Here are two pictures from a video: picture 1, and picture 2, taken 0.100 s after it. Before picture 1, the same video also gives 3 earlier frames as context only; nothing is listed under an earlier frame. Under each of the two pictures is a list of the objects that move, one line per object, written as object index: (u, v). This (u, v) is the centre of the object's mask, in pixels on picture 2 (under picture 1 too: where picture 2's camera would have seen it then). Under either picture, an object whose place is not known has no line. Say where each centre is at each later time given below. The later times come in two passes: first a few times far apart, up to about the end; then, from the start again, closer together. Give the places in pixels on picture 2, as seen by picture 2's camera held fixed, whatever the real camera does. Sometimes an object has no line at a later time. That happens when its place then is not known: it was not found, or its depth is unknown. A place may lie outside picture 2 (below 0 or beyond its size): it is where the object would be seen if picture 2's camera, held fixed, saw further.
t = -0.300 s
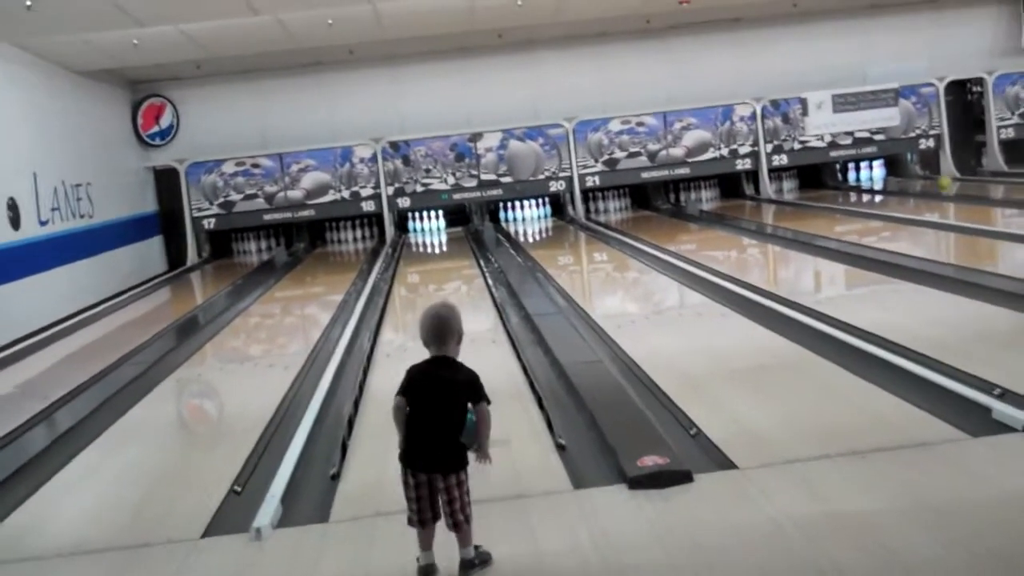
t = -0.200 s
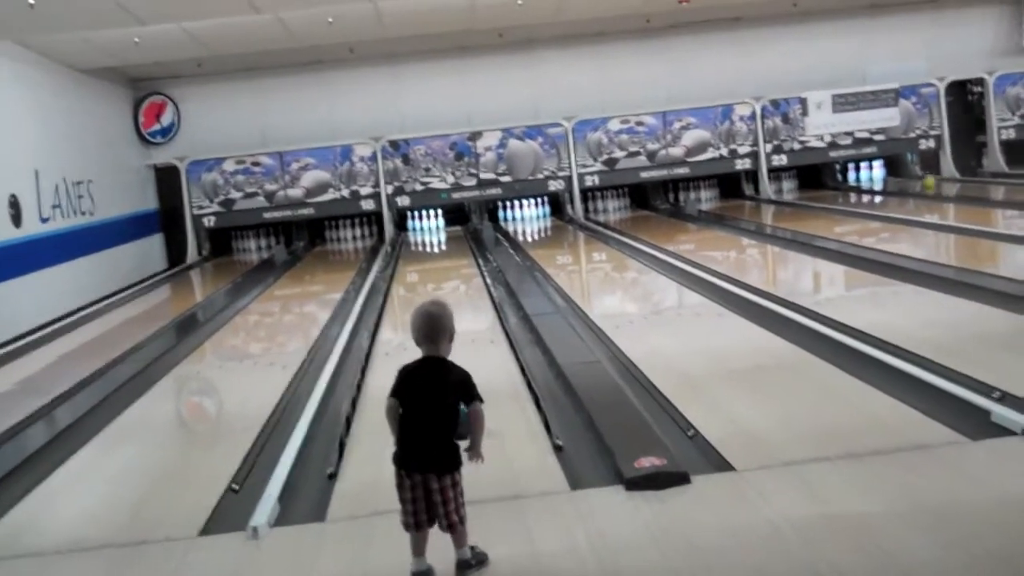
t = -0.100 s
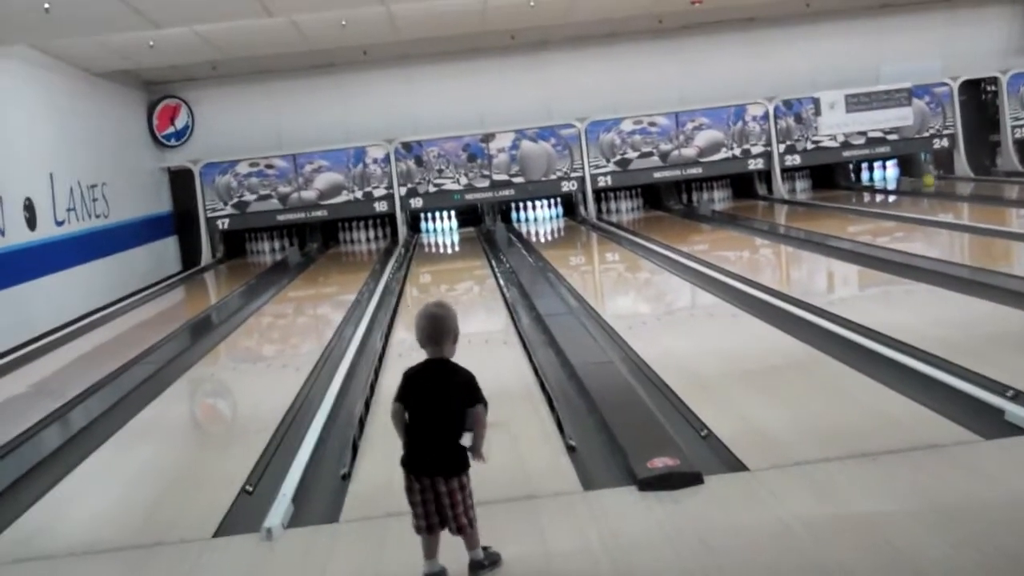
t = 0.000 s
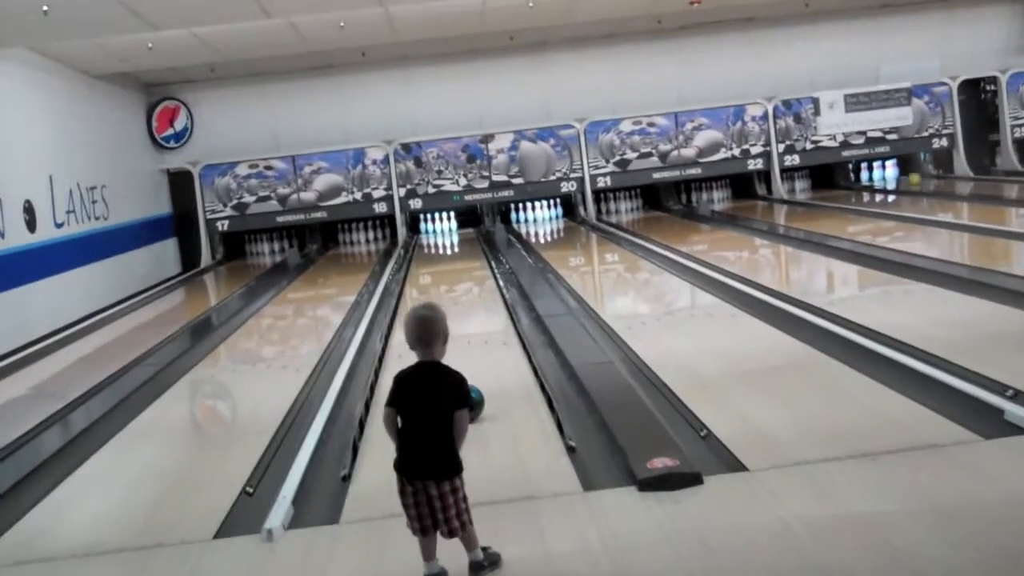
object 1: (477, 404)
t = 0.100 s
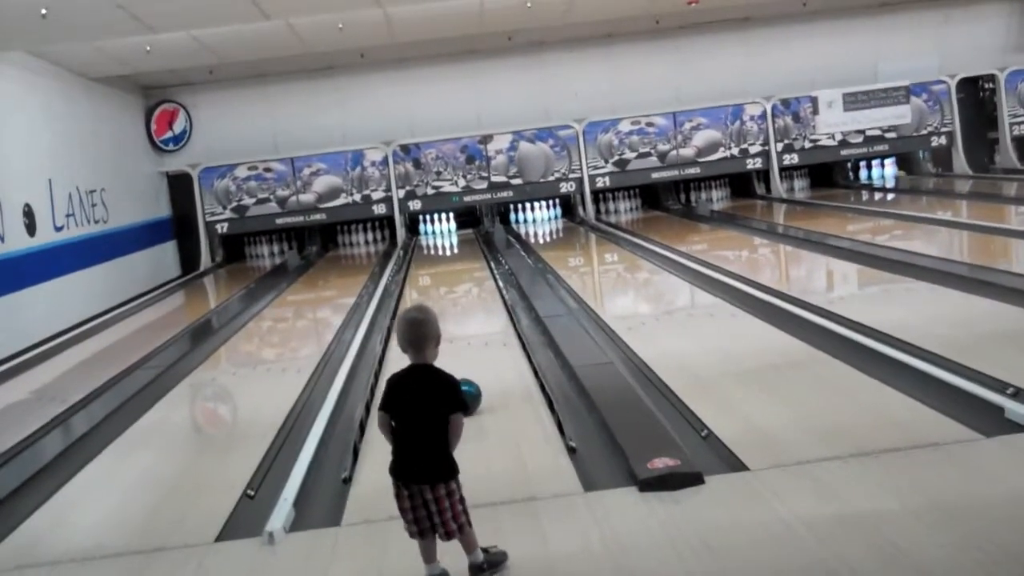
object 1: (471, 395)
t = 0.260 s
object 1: (463, 384)
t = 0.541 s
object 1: (455, 369)
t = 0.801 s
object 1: (451, 355)
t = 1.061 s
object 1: (450, 344)
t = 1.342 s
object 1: (445, 333)
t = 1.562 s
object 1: (443, 326)
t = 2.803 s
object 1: (439, 294)
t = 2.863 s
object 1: (439, 292)
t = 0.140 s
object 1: (469, 392)
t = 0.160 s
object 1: (468, 390)
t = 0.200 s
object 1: (466, 388)
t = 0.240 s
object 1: (463, 386)
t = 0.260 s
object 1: (463, 384)
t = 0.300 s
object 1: (461, 382)
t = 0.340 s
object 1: (460, 379)
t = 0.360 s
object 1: (459, 378)
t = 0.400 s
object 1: (458, 376)
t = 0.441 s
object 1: (457, 374)
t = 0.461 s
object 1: (456, 373)
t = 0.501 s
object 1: (455, 371)
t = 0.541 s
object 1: (455, 369)
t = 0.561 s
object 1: (454, 367)
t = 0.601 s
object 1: (454, 365)
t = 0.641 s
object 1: (453, 363)
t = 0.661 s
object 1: (453, 362)
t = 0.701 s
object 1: (452, 360)
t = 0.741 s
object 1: (452, 358)
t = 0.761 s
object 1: (451, 357)
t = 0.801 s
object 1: (451, 355)
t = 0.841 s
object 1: (451, 353)
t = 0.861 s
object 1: (451, 352)
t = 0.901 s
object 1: (452, 351)
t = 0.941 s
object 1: (452, 349)
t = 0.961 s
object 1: (451, 348)
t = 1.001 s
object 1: (451, 347)
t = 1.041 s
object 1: (450, 345)
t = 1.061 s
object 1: (450, 344)
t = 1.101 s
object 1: (449, 342)
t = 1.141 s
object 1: (448, 341)
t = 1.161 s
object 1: (447, 340)
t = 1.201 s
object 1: (447, 338)
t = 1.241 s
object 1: (446, 337)
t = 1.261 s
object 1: (446, 336)
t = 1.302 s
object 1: (446, 334)
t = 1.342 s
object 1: (445, 333)
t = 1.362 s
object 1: (445, 332)
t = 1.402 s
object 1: (444, 331)
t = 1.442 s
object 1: (444, 329)
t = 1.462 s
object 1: (444, 329)
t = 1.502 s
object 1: (444, 328)
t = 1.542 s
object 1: (443, 327)
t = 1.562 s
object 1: (443, 326)
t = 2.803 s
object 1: (439, 294)
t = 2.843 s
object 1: (439, 293)
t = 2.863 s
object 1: (439, 292)
